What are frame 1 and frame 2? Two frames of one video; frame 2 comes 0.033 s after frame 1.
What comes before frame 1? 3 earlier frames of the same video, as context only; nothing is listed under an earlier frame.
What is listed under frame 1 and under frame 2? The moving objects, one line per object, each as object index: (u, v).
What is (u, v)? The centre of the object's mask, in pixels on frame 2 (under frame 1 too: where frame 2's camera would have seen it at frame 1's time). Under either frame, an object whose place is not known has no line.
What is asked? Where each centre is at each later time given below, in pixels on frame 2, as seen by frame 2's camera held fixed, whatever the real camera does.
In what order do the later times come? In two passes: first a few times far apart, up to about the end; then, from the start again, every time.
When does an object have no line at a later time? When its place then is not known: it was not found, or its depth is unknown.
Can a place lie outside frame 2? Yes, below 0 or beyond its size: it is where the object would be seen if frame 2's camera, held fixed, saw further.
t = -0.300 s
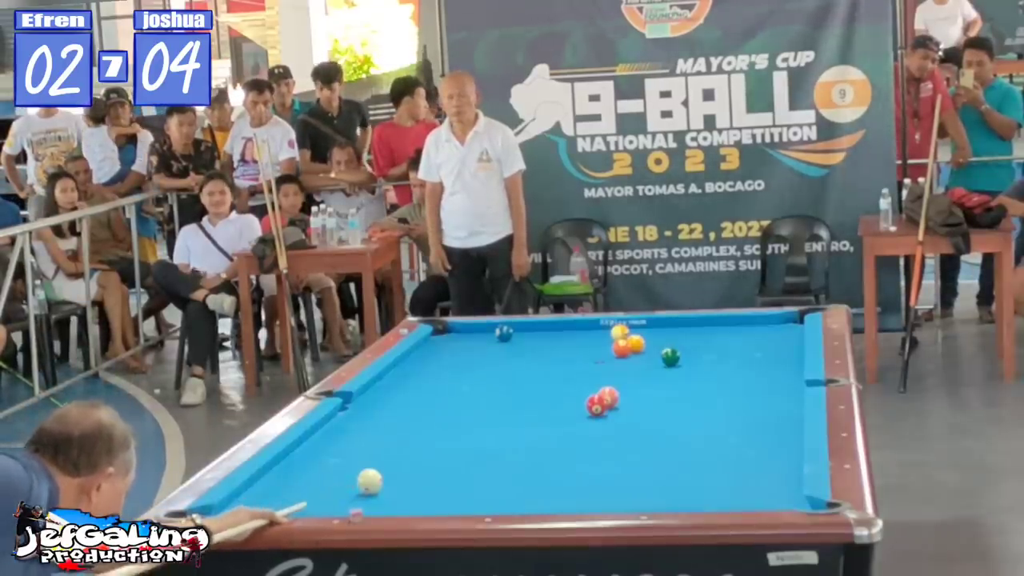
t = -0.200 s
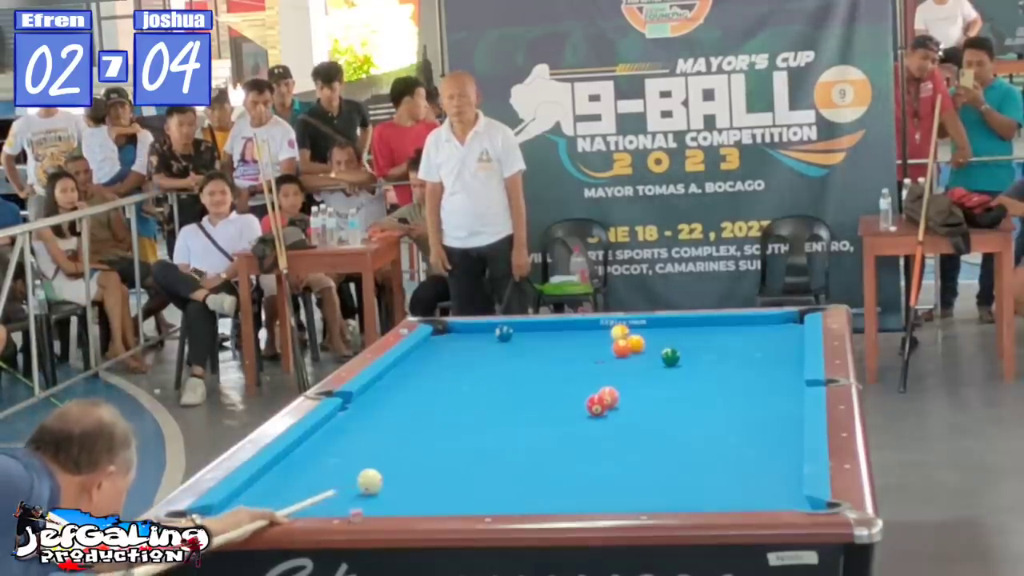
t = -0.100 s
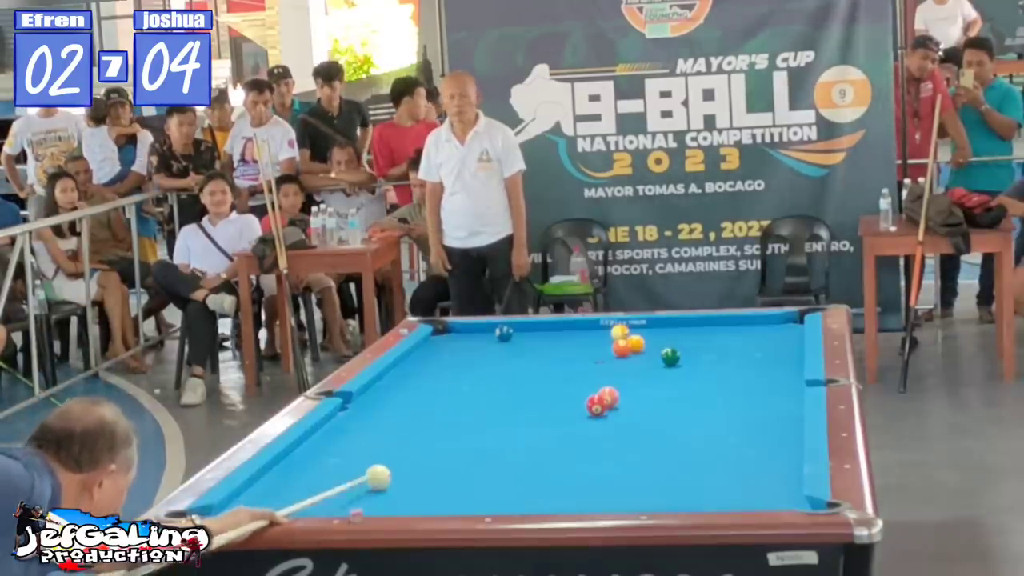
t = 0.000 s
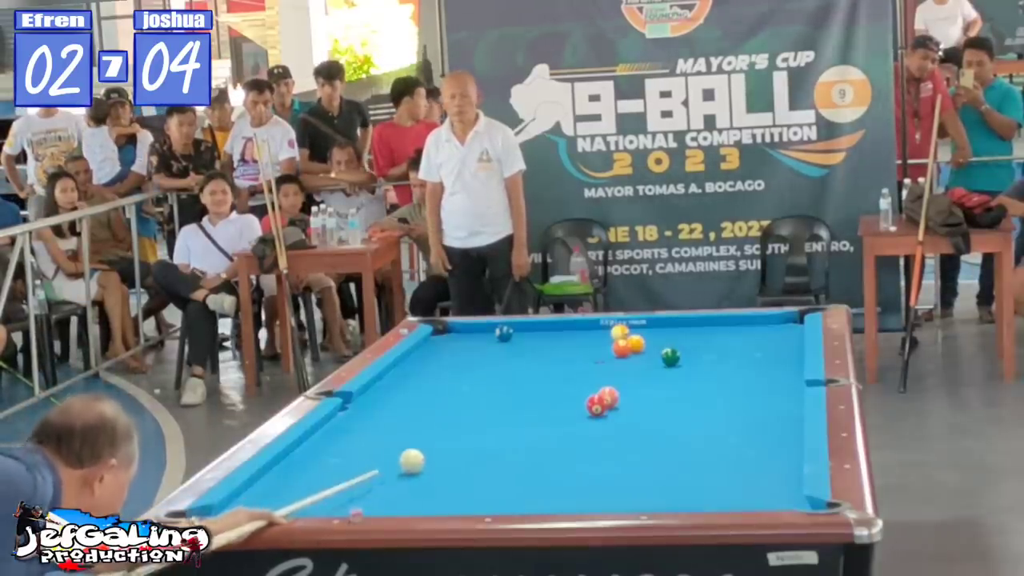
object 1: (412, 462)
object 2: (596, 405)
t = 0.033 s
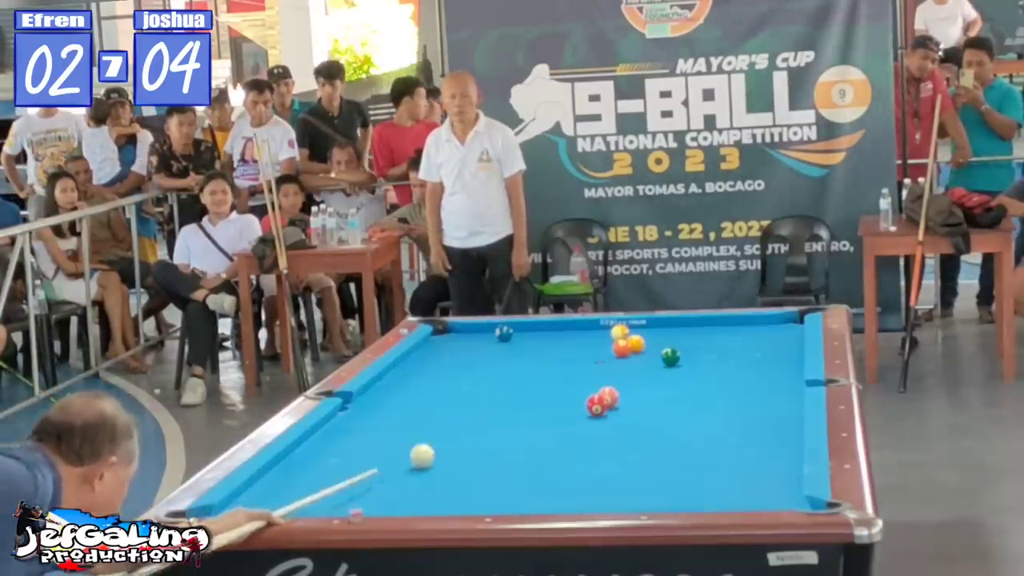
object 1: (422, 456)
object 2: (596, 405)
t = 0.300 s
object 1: (497, 420)
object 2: (596, 405)
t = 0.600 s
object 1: (567, 386)
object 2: (596, 405)
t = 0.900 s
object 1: (626, 357)
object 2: (596, 405)
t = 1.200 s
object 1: (675, 333)
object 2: (596, 405)
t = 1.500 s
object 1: (708, 323)
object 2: (596, 405)
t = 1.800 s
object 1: (721, 334)
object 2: (596, 405)
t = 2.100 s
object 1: (735, 344)
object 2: (596, 405)
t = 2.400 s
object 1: (749, 355)
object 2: (596, 405)
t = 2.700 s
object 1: (764, 365)
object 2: (596, 405)
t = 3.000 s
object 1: (778, 376)
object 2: (596, 405)
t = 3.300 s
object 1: (792, 388)
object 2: (596, 405)
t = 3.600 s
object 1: (775, 393)
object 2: (596, 405)
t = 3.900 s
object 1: (741, 397)
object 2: (597, 405)
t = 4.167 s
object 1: (713, 399)
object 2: (596, 405)
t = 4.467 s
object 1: (683, 401)
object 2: (596, 405)
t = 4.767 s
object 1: (656, 403)
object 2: (596, 405)
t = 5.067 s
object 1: (630, 405)
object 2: (596, 405)
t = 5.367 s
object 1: (615, 407)
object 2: (590, 405)
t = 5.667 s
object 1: (610, 408)
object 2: (579, 405)
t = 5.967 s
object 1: (607, 408)
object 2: (571, 405)
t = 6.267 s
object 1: (604, 409)
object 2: (565, 405)
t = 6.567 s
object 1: (604, 409)
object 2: (561, 405)
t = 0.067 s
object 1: (432, 451)
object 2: (596, 405)
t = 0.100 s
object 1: (442, 447)
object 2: (596, 405)
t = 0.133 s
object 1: (452, 442)
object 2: (596, 405)
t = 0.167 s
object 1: (461, 437)
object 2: (596, 405)
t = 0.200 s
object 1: (470, 433)
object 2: (596, 405)
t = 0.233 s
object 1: (479, 429)
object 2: (596, 405)
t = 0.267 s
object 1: (488, 424)
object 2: (596, 405)
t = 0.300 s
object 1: (497, 420)
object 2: (596, 405)
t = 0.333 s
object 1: (505, 416)
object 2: (596, 405)
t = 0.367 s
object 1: (513, 412)
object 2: (596, 405)
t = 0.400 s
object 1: (522, 408)
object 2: (596, 405)
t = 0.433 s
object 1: (530, 404)
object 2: (596, 405)
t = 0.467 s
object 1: (537, 400)
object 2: (596, 405)
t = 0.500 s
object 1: (545, 397)
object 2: (596, 405)
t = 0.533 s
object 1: (553, 393)
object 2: (596, 405)
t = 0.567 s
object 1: (560, 390)
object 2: (596, 405)
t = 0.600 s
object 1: (567, 386)
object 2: (596, 405)
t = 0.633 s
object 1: (574, 383)
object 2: (596, 405)
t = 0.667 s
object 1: (581, 379)
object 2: (596, 405)
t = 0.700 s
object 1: (588, 376)
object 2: (596, 405)
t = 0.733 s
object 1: (594, 373)
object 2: (596, 405)
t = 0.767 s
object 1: (601, 370)
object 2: (596, 405)
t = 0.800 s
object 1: (607, 366)
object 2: (596, 405)
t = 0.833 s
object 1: (613, 363)
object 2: (596, 405)
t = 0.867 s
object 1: (619, 361)
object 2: (596, 405)
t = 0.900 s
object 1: (626, 357)
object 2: (596, 405)
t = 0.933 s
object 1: (631, 355)
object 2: (596, 405)
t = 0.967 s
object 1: (637, 352)
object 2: (596, 405)
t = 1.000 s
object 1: (643, 349)
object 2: (596, 405)
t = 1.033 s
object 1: (649, 346)
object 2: (596, 405)
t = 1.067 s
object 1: (654, 343)
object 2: (596, 405)
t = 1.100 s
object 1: (659, 341)
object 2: (596, 405)
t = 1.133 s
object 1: (664, 338)
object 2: (596, 405)
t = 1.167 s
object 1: (670, 336)
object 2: (596, 405)
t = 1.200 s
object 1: (675, 333)
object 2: (596, 405)
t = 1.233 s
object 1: (680, 331)
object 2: (596, 405)
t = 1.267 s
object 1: (685, 329)
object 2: (596, 405)
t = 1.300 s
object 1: (690, 326)
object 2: (596, 405)
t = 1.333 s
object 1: (695, 324)
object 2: (596, 405)
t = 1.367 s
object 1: (699, 322)
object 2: (596, 405)
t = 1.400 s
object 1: (704, 320)
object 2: (596, 405)
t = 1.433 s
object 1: (705, 321)
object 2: (596, 405)
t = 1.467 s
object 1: (706, 322)
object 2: (596, 405)
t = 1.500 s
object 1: (708, 323)
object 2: (596, 405)
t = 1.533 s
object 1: (709, 325)
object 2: (596, 405)
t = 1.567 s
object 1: (711, 326)
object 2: (596, 405)
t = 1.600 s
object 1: (712, 327)
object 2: (596, 405)
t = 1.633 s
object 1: (714, 328)
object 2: (596, 405)
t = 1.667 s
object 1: (715, 329)
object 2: (596, 405)
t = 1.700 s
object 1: (717, 330)
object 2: (596, 405)
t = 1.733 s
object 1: (718, 331)
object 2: (596, 405)
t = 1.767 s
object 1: (720, 333)
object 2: (596, 405)
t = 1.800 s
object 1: (721, 334)
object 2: (596, 405)
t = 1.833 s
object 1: (722, 335)
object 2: (596, 405)
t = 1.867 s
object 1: (724, 336)
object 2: (596, 405)
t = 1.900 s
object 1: (726, 337)
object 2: (596, 405)
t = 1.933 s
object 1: (727, 338)
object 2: (596, 405)
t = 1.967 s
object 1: (729, 339)
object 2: (596, 405)
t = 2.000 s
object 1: (730, 340)
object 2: (596, 405)
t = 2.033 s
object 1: (731, 342)
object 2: (596, 405)
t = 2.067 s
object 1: (733, 343)
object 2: (596, 405)
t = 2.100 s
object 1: (735, 344)
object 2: (596, 405)
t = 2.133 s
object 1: (736, 345)
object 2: (596, 405)
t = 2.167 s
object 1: (738, 346)
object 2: (596, 405)
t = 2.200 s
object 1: (739, 348)
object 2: (596, 405)
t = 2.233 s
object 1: (741, 349)
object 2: (596, 405)
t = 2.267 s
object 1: (743, 350)
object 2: (596, 405)
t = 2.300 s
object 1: (745, 351)
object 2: (596, 405)
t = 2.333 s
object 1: (746, 352)
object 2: (596, 405)
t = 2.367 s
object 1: (748, 353)
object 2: (596, 405)
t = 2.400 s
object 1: (749, 355)
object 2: (596, 405)
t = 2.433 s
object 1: (751, 356)
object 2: (596, 405)
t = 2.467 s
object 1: (752, 357)
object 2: (596, 405)
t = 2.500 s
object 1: (754, 358)
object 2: (596, 405)
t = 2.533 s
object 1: (756, 359)
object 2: (596, 405)
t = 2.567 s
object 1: (757, 361)
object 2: (596, 405)
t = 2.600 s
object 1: (759, 362)
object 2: (596, 405)
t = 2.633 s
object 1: (760, 363)
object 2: (596, 405)
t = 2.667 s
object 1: (762, 364)
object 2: (596, 405)
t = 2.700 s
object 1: (764, 365)
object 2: (596, 405)
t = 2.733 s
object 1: (765, 366)
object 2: (596, 405)
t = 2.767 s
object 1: (767, 368)
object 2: (596, 405)
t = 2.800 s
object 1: (769, 369)
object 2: (596, 405)
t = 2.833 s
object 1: (770, 370)
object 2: (596, 405)
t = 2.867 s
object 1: (772, 372)
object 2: (596, 405)
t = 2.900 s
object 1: (773, 373)
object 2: (596, 405)
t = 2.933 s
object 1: (774, 374)
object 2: (596, 405)
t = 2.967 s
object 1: (776, 375)
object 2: (596, 405)
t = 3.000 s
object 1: (778, 376)
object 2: (596, 405)
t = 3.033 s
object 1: (779, 378)
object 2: (596, 405)
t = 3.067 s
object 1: (781, 379)
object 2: (596, 405)
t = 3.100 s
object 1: (782, 380)
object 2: (596, 405)
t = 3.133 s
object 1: (784, 381)
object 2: (596, 405)
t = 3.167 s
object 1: (786, 382)
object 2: (596, 405)
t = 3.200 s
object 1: (788, 384)
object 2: (596, 405)
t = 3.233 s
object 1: (789, 385)
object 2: (596, 405)
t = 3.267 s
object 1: (791, 386)
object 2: (596, 405)
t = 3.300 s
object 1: (792, 388)
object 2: (596, 405)
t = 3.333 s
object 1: (794, 389)
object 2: (596, 405)
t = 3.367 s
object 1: (795, 390)
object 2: (596, 405)
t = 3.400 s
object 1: (796, 391)
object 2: (596, 405)
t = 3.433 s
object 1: (794, 392)
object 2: (596, 405)
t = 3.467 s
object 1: (790, 392)
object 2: (596, 405)
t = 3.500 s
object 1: (786, 392)
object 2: (596, 405)
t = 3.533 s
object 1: (782, 393)
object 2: (596, 405)
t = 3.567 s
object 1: (778, 393)
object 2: (596, 405)
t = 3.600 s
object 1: (775, 393)
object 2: (596, 405)
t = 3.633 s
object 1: (771, 394)
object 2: (596, 405)
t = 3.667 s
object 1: (767, 394)
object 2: (596, 405)
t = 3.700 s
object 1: (763, 394)
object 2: (596, 405)
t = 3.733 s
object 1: (759, 395)
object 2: (596, 405)
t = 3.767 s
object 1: (756, 395)
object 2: (596, 405)
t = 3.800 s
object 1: (752, 396)
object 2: (596, 405)
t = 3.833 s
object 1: (748, 396)
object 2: (596, 405)
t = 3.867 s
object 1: (745, 396)
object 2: (596, 405)
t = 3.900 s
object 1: (741, 397)
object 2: (597, 405)
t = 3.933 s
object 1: (737, 396)
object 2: (596, 405)
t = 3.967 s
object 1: (734, 397)
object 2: (596, 405)
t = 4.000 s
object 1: (730, 397)
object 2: (596, 405)
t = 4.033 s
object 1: (727, 398)
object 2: (596, 405)
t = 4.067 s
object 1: (723, 398)
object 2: (596, 405)
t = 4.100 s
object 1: (720, 398)
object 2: (596, 405)
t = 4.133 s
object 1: (716, 398)
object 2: (596, 405)
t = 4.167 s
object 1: (713, 399)
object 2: (596, 405)
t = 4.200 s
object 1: (709, 399)
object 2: (596, 405)
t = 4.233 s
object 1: (706, 399)
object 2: (596, 405)
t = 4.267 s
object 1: (703, 400)
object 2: (596, 405)
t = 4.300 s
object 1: (699, 400)
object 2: (596, 405)
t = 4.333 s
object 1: (696, 400)
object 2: (596, 405)
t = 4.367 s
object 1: (692, 400)
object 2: (596, 405)
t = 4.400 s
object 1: (689, 400)
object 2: (596, 405)
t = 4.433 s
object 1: (686, 401)
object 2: (596, 405)
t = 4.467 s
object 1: (683, 401)
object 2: (596, 405)
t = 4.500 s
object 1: (680, 401)
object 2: (596, 405)
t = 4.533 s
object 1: (677, 401)
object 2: (596, 405)
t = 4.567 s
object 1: (674, 401)
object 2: (596, 405)
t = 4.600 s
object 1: (671, 402)
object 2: (596, 405)
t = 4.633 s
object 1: (668, 402)
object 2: (596, 405)
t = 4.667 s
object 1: (665, 403)
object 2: (596, 405)
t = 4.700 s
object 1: (661, 403)
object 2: (596, 405)
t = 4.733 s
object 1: (659, 403)
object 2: (596, 405)
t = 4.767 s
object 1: (656, 403)
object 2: (596, 405)
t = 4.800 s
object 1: (653, 403)
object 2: (596, 405)
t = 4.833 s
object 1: (650, 404)
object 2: (596, 405)
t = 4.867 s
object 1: (646, 404)
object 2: (596, 405)
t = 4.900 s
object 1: (644, 404)
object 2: (596, 405)
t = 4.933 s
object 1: (641, 404)
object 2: (596, 405)
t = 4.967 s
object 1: (638, 405)
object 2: (596, 405)
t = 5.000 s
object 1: (635, 404)
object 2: (596, 405)
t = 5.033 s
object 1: (633, 405)
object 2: (596, 405)
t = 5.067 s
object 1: (630, 405)
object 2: (596, 405)
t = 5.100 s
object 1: (627, 406)
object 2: (596, 405)
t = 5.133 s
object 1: (624, 405)
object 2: (596, 405)
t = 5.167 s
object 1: (622, 406)
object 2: (596, 405)
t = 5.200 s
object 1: (619, 406)
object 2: (596, 405)
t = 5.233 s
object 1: (618, 406)
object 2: (595, 405)
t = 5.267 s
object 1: (617, 406)
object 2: (594, 405)
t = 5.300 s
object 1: (616, 407)
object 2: (593, 405)
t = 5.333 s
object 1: (615, 407)
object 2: (591, 405)
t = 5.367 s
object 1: (615, 407)
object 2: (590, 405)
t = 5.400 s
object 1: (614, 407)
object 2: (589, 405)
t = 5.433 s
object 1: (613, 408)
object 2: (588, 405)
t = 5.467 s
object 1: (613, 407)
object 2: (586, 405)
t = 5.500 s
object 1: (612, 407)
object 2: (585, 405)
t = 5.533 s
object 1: (612, 407)
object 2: (584, 405)
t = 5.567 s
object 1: (611, 408)
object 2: (583, 405)
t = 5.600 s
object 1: (611, 408)
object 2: (581, 405)
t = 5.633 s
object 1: (610, 408)
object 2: (581, 405)
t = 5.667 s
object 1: (610, 408)
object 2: (579, 405)
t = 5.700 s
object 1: (609, 408)
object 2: (578, 405)
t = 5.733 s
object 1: (609, 408)
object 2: (577, 405)
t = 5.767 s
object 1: (608, 408)
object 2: (576, 405)
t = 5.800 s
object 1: (608, 408)
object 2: (575, 405)
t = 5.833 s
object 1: (608, 408)
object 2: (574, 405)
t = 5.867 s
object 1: (608, 408)
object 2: (573, 405)
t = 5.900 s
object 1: (607, 408)
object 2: (573, 405)
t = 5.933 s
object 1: (607, 408)
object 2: (572, 405)
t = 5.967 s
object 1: (607, 408)
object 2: (571, 405)
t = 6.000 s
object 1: (606, 408)
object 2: (570, 405)
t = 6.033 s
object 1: (606, 408)
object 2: (569, 405)
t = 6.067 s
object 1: (606, 408)
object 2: (569, 405)
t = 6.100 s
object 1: (605, 408)
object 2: (568, 405)
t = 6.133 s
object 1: (605, 408)
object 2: (567, 405)
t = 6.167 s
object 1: (605, 409)
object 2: (567, 405)
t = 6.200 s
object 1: (604, 409)
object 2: (566, 405)
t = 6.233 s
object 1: (604, 409)
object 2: (566, 405)
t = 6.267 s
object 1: (604, 409)
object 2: (565, 405)
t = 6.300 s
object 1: (604, 409)
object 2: (565, 405)
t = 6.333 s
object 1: (604, 409)
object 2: (564, 405)
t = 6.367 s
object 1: (604, 409)
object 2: (564, 405)
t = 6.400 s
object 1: (604, 409)
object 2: (563, 405)
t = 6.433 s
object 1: (604, 409)
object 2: (563, 405)
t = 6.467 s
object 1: (604, 409)
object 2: (563, 405)
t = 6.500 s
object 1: (604, 409)
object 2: (562, 405)
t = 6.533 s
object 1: (604, 409)
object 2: (562, 405)
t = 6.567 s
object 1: (604, 409)
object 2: (561, 405)
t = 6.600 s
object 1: (604, 409)
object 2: (561, 405)
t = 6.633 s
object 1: (604, 409)
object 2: (561, 405)
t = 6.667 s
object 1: (604, 409)
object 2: (561, 405)
